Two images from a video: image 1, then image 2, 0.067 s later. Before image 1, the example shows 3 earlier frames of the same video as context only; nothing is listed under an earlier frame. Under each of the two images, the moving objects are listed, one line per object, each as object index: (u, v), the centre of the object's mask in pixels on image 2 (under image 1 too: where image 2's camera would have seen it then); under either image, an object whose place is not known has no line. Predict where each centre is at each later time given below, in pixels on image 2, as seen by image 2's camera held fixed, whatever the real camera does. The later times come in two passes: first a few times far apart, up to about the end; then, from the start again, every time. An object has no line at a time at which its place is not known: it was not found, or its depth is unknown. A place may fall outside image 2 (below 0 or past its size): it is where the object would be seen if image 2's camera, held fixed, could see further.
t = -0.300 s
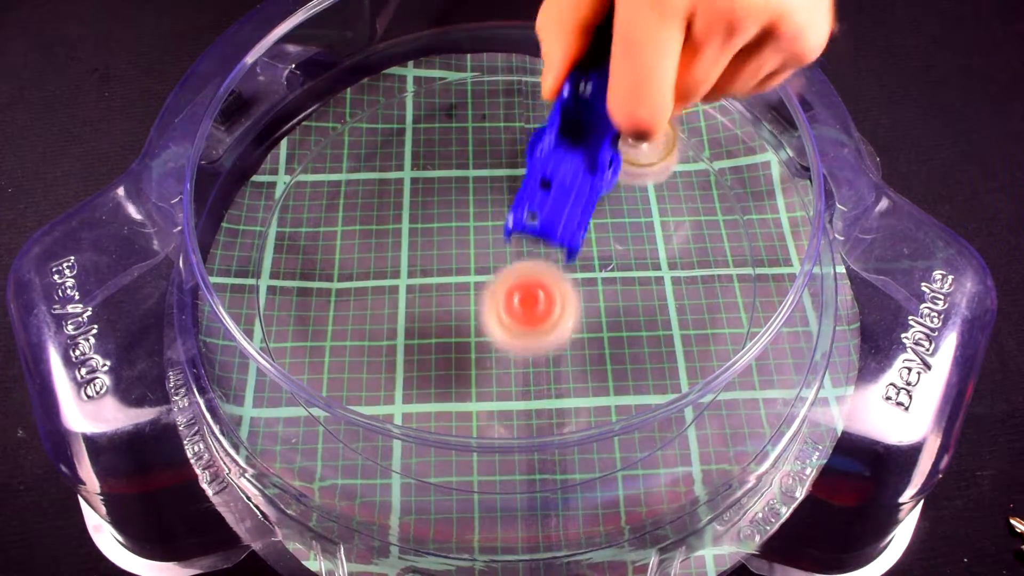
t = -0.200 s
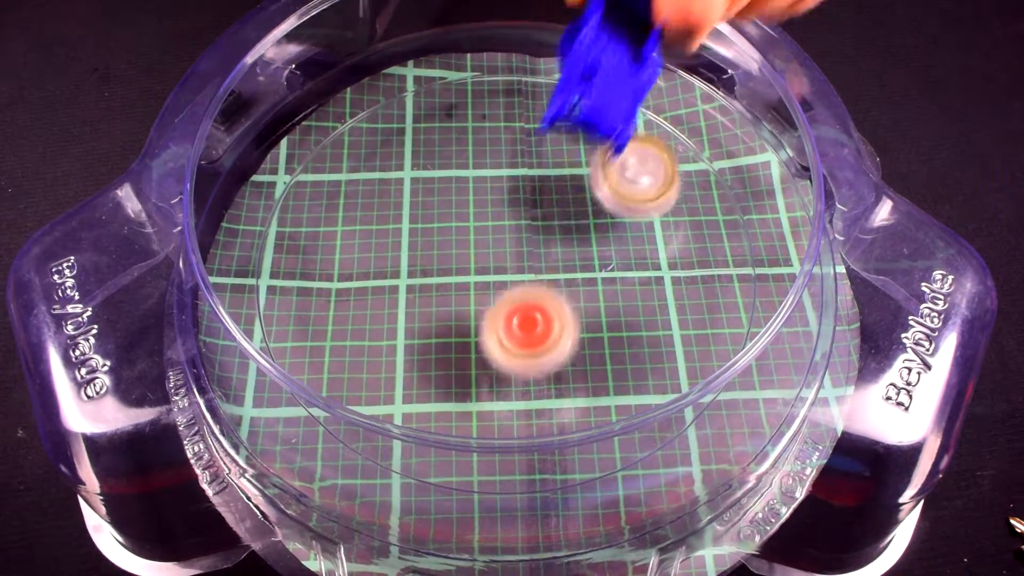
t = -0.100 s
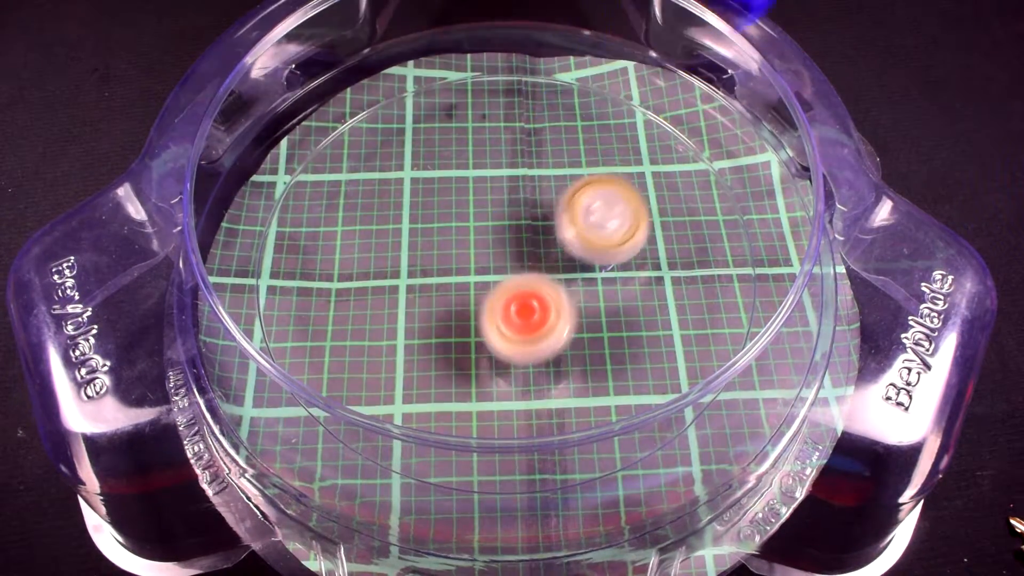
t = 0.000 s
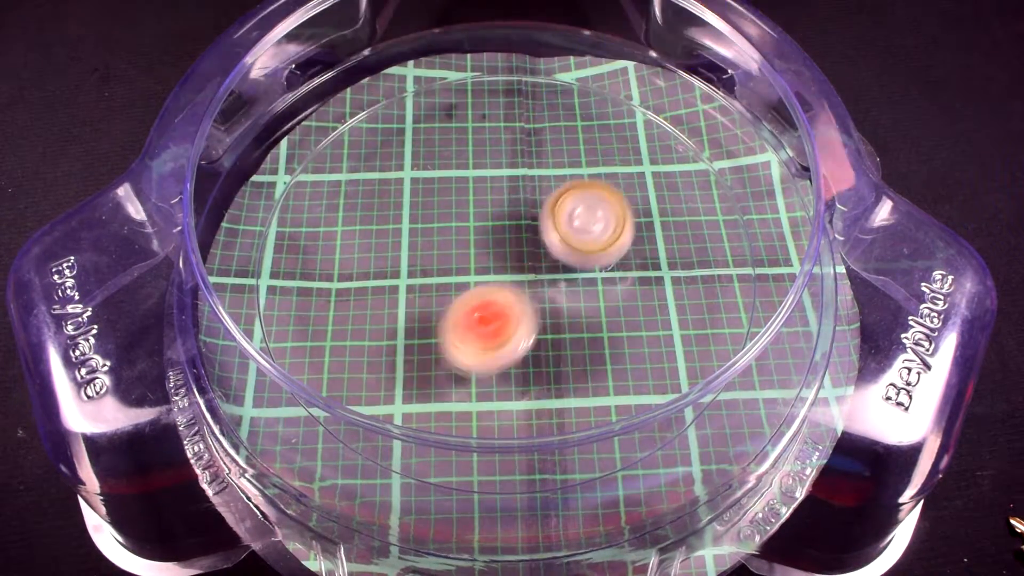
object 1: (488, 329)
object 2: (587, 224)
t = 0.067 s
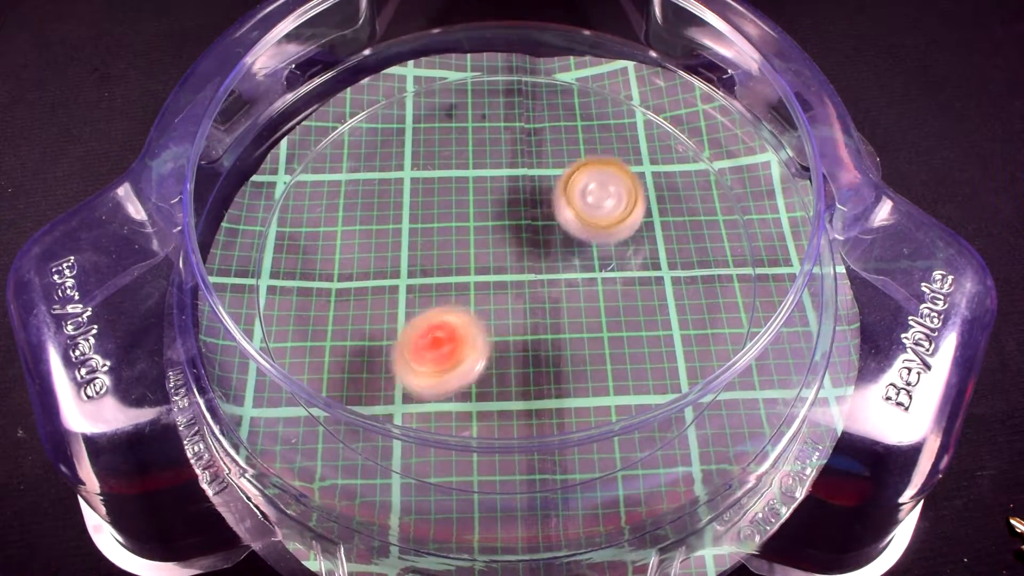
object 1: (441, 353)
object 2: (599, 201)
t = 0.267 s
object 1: (389, 364)
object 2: (603, 152)
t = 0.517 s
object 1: (482, 279)
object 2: (544, 177)
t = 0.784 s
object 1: (264, 447)
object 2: (636, 124)
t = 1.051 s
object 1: (153, 455)
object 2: (506, 304)
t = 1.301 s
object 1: (130, 350)
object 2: (450, 376)
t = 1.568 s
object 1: (134, 339)
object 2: (531, 305)
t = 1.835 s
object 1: (133, 341)
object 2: (571, 245)
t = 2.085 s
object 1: (132, 338)
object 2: (511, 297)
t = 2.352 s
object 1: (133, 341)
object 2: (486, 387)
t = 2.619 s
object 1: (133, 342)
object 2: (532, 372)
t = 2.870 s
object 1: (133, 346)
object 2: (485, 308)
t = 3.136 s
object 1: (133, 347)
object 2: (384, 291)
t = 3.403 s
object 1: (132, 349)
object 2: (402, 348)
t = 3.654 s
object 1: (132, 349)
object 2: (516, 242)
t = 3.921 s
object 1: (132, 349)
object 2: (438, 131)
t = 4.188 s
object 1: (132, 347)
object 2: (315, 188)
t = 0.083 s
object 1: (431, 356)
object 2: (602, 195)
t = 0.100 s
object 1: (422, 360)
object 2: (604, 190)
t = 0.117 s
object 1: (413, 363)
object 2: (605, 185)
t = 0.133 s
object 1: (407, 366)
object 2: (606, 179)
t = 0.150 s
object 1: (401, 367)
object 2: (607, 175)
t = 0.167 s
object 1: (395, 369)
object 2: (608, 170)
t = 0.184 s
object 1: (392, 369)
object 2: (608, 166)
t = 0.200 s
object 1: (389, 369)
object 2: (608, 163)
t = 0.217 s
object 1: (388, 369)
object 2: (607, 159)
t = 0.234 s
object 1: (387, 368)
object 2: (606, 156)
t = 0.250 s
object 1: (388, 366)
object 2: (605, 153)
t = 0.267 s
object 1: (389, 364)
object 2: (603, 152)
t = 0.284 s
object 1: (392, 361)
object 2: (600, 150)
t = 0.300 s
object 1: (395, 358)
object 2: (597, 149)
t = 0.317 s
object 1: (399, 354)
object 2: (594, 148)
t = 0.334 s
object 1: (404, 349)
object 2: (590, 148)
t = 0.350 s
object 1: (410, 344)
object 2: (586, 148)
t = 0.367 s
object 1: (416, 339)
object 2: (582, 149)
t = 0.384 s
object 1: (423, 334)
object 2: (578, 150)
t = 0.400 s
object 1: (431, 327)
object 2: (573, 151)
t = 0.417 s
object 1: (438, 321)
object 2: (568, 154)
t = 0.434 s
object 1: (446, 314)
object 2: (564, 156)
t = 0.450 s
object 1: (453, 307)
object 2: (559, 160)
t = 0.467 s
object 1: (460, 300)
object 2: (555, 163)
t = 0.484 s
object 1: (467, 293)
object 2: (551, 167)
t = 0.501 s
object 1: (475, 286)
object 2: (548, 171)
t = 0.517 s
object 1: (482, 279)
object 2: (544, 177)
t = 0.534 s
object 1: (490, 271)
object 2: (542, 181)
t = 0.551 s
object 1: (496, 264)
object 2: (539, 188)
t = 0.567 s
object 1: (485, 275)
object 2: (548, 180)
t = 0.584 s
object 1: (459, 299)
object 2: (570, 157)
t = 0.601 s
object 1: (435, 324)
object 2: (592, 135)
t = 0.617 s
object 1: (407, 345)
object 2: (613, 116)
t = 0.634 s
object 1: (382, 366)
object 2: (633, 93)
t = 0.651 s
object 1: (363, 378)
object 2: (641, 81)
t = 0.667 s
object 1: (334, 399)
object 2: (643, 76)
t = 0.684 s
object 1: (317, 411)
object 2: (644, 75)
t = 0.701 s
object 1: (302, 421)
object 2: (645, 77)
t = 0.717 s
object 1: (289, 434)
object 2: (645, 84)
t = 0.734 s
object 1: (284, 437)
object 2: (644, 95)
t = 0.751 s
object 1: (277, 442)
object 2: (643, 109)
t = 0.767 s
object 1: (269, 445)
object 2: (640, 120)
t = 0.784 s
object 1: (264, 447)
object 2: (636, 124)
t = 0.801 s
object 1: (261, 450)
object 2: (631, 131)
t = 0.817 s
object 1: (256, 454)
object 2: (626, 144)
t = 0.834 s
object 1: (251, 454)
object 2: (620, 157)
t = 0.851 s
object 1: (244, 454)
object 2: (613, 166)
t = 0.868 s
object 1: (236, 456)
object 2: (605, 178)
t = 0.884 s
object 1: (226, 459)
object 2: (598, 191)
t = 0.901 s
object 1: (209, 462)
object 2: (589, 202)
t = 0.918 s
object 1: (195, 467)
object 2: (580, 215)
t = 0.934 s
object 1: (184, 474)
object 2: (571, 226)
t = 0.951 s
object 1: (172, 483)
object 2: (561, 238)
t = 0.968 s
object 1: (163, 492)
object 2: (551, 250)
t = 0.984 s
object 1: (162, 493)
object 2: (542, 261)
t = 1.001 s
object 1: (169, 488)
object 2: (533, 273)
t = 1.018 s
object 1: (165, 477)
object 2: (523, 284)
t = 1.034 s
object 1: (157, 464)
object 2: (514, 293)
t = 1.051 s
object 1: (153, 455)
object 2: (506, 304)
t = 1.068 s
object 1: (151, 447)
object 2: (497, 313)
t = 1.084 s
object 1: (150, 438)
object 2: (489, 324)
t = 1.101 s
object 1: (148, 431)
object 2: (482, 332)
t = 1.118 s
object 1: (147, 425)
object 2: (475, 339)
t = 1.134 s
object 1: (144, 417)
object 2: (469, 347)
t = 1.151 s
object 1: (143, 407)
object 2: (463, 353)
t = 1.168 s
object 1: (143, 401)
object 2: (459, 358)
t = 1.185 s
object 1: (143, 395)
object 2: (455, 363)
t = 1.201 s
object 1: (141, 387)
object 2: (451, 368)
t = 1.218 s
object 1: (137, 377)
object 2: (450, 371)
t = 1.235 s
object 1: (134, 373)
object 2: (448, 374)
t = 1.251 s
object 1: (133, 368)
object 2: (448, 375)
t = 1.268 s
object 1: (131, 362)
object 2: (448, 376)
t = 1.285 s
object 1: (129, 356)
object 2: (448, 377)
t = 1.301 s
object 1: (130, 350)
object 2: (450, 376)
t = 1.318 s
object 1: (133, 345)
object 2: (452, 376)
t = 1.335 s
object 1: (134, 341)
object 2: (456, 373)
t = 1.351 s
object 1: (134, 339)
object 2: (459, 372)
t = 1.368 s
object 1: (134, 340)
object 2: (464, 369)
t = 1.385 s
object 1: (134, 342)
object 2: (468, 366)
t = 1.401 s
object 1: (132, 346)
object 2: (473, 361)
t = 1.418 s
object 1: (130, 350)
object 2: (478, 357)
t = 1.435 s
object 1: (131, 350)
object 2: (484, 353)
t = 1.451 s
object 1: (132, 351)
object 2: (490, 347)
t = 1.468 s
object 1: (133, 350)
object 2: (496, 342)
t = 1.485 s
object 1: (134, 348)
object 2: (502, 336)
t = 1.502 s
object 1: (134, 347)
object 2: (508, 330)
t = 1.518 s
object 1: (134, 342)
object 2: (514, 324)
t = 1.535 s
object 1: (133, 340)
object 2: (520, 317)
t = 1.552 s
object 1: (133, 339)
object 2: (526, 311)
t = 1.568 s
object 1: (134, 339)
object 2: (531, 305)
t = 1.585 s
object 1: (132, 341)
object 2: (537, 299)
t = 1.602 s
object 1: (132, 344)
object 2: (543, 293)
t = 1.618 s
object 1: (132, 345)
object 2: (547, 287)
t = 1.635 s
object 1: (132, 347)
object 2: (551, 283)
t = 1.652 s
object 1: (132, 348)
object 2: (556, 277)
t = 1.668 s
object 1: (133, 346)
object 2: (559, 272)
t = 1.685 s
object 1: (133, 347)
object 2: (562, 268)
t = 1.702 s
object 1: (134, 346)
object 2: (565, 263)
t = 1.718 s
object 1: (134, 344)
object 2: (568, 259)
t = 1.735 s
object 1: (134, 344)
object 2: (570, 256)
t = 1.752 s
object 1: (133, 343)
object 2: (571, 253)
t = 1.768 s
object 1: (133, 342)
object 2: (572, 250)
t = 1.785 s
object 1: (133, 342)
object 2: (573, 248)
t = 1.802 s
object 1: (134, 341)
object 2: (573, 247)
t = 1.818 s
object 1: (133, 341)
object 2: (572, 246)
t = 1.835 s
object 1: (133, 341)
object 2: (571, 245)
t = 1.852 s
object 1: (133, 340)
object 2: (569, 245)
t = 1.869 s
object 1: (134, 340)
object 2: (567, 245)
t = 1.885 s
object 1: (134, 341)
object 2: (565, 246)
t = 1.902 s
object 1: (134, 340)
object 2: (561, 248)
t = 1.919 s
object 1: (133, 340)
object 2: (558, 250)
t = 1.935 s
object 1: (133, 339)
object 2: (554, 253)
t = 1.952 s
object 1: (133, 340)
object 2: (550, 256)
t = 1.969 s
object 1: (133, 340)
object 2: (545, 260)
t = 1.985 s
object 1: (133, 339)
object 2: (541, 264)
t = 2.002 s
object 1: (133, 339)
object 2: (536, 269)
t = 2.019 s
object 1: (133, 339)
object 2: (530, 274)
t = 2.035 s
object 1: (133, 338)
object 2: (526, 279)
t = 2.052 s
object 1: (133, 338)
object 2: (520, 285)
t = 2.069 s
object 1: (132, 337)
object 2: (515, 291)
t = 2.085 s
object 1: (132, 338)
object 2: (511, 297)
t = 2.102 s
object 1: (132, 338)
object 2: (506, 303)
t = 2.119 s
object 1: (132, 337)
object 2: (502, 310)
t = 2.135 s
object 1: (132, 337)
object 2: (498, 317)
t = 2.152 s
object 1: (132, 337)
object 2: (494, 324)
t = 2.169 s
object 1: (132, 338)
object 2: (491, 330)
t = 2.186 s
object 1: (132, 338)
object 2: (488, 337)
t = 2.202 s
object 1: (133, 337)
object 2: (486, 343)
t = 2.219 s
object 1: (133, 338)
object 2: (484, 350)
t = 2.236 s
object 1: (133, 338)
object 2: (482, 356)
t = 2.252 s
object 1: (133, 339)
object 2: (481, 360)
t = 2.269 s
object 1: (133, 340)
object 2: (481, 366)
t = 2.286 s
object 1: (133, 340)
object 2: (481, 372)
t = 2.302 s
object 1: (133, 341)
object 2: (482, 376)
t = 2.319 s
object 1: (133, 341)
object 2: (483, 380)
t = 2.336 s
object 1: (133, 341)
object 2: (484, 384)
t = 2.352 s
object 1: (133, 341)
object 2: (486, 387)
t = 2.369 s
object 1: (133, 341)
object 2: (488, 390)
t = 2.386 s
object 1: (133, 341)
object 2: (491, 391)
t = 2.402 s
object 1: (133, 341)
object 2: (493, 392)
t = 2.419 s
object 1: (133, 341)
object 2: (496, 393)
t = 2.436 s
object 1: (133, 341)
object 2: (499, 394)
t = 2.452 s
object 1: (133, 341)
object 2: (502, 394)
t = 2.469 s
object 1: (133, 341)
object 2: (506, 393)
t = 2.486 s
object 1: (133, 341)
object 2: (509, 392)
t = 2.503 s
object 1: (133, 341)
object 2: (512, 392)
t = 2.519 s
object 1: (133, 342)
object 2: (516, 390)
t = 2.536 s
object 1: (133, 341)
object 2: (520, 388)
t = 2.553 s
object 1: (133, 341)
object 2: (522, 386)
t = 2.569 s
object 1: (133, 341)
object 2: (525, 383)
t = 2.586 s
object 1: (133, 342)
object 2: (528, 379)
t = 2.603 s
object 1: (133, 342)
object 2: (531, 376)
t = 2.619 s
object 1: (133, 342)
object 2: (532, 372)
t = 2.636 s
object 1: (133, 343)
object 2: (534, 368)
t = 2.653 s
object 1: (133, 343)
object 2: (535, 364)
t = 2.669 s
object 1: (133, 344)
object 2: (536, 360)
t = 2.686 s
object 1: (133, 344)
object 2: (535, 356)
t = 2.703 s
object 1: (133, 345)
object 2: (534, 352)
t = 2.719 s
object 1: (133, 345)
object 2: (532, 348)
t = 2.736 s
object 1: (133, 345)
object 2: (529, 342)
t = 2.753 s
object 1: (133, 345)
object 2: (526, 338)
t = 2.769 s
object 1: (133, 345)
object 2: (522, 333)
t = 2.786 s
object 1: (133, 345)
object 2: (516, 329)
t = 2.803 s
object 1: (133, 346)
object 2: (511, 324)
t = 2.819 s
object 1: (133, 345)
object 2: (505, 320)
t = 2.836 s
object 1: (133, 346)
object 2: (498, 316)
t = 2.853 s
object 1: (133, 345)
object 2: (491, 312)
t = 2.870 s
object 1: (133, 346)
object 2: (485, 308)
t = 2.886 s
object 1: (133, 346)
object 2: (477, 305)
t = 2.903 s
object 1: (133, 346)
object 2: (470, 301)
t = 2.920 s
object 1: (133, 346)
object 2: (462, 298)
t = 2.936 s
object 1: (133, 346)
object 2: (455, 295)
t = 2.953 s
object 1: (133, 347)
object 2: (448, 293)
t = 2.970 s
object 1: (133, 346)
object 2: (440, 291)
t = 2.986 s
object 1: (133, 347)
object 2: (433, 290)
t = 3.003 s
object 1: (133, 347)
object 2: (426, 288)
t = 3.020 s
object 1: (133, 347)
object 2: (419, 287)
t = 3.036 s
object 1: (133, 347)
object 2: (413, 287)
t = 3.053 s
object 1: (133, 347)
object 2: (408, 287)
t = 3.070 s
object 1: (133, 347)
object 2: (402, 287)
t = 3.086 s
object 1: (133, 347)
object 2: (397, 288)
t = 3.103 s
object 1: (133, 347)
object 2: (392, 289)
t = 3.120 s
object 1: (133, 347)
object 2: (388, 290)
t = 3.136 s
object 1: (133, 347)
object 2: (384, 291)
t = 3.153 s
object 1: (133, 348)
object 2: (380, 293)
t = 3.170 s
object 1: (132, 347)
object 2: (377, 296)
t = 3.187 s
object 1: (133, 348)
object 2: (374, 298)
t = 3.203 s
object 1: (132, 347)
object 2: (372, 301)
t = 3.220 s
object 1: (132, 348)
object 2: (370, 303)
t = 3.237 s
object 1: (133, 347)
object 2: (369, 307)
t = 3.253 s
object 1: (132, 348)
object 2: (367, 310)
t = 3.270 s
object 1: (133, 348)
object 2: (367, 312)
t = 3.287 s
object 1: (133, 348)
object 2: (368, 317)
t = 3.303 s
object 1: (133, 348)
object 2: (369, 321)
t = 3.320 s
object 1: (132, 348)
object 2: (371, 326)
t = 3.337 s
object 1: (132, 349)
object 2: (374, 331)
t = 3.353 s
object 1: (132, 348)
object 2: (379, 335)
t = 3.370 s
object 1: (132, 349)
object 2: (384, 340)
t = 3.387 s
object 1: (132, 348)
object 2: (392, 344)
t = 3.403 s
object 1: (132, 349)
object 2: (402, 348)
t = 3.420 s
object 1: (132, 348)
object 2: (411, 349)
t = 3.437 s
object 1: (132, 349)
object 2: (423, 349)
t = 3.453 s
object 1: (132, 349)
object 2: (435, 347)
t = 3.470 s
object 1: (132, 349)
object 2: (447, 343)
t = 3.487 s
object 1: (132, 349)
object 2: (457, 339)
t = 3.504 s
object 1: (132, 349)
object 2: (468, 331)
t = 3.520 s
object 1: (132, 349)
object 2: (477, 323)
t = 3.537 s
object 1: (132, 349)
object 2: (485, 315)
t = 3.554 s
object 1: (132, 349)
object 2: (493, 306)
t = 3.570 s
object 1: (132, 349)
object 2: (499, 295)
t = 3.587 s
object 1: (132, 349)
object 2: (505, 285)
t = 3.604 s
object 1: (132, 349)
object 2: (509, 274)
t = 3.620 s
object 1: (132, 349)
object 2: (512, 263)
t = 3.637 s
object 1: (132, 349)
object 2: (514, 253)
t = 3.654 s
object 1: (132, 349)
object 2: (516, 242)
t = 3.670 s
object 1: (132, 350)
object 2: (516, 232)
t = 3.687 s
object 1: (132, 349)
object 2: (516, 222)
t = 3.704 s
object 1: (132, 350)
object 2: (514, 213)
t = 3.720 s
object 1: (132, 349)
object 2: (512, 203)
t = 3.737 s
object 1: (132, 349)
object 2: (509, 194)
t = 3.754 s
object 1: (132, 349)
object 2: (504, 185)
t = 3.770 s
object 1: (132, 349)
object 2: (501, 177)
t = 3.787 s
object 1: (132, 349)
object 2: (495, 170)
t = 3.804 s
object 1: (132, 349)
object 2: (489, 163)
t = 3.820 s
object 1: (132, 349)
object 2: (484, 157)
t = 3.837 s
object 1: (132, 349)
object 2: (476, 151)
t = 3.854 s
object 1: (132, 349)
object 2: (469, 146)
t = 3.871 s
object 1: (131, 349)
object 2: (462, 141)
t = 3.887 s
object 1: (132, 349)
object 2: (455, 137)
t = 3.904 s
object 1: (131, 349)
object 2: (446, 134)
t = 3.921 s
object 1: (132, 349)
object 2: (438, 131)
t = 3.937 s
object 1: (132, 348)
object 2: (429, 129)
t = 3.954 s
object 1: (132, 349)
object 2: (420, 128)
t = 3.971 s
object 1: (132, 348)
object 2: (411, 127)
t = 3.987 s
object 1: (132, 349)
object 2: (402, 127)
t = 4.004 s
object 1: (132, 348)
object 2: (392, 127)
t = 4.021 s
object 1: (132, 348)
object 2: (382, 129)
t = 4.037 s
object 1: (132, 348)
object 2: (372, 131)
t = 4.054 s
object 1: (132, 348)
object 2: (362, 134)
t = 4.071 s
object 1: (132, 348)
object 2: (353, 137)
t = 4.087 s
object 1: (132, 348)
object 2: (345, 141)
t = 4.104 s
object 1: (132, 347)
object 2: (336, 147)
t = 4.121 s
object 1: (132, 348)
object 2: (329, 153)
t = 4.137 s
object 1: (132, 347)
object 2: (323, 161)
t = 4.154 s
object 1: (132, 347)
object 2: (319, 170)
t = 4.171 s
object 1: (132, 347)
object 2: (315, 180)
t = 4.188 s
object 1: (132, 347)
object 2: (315, 188)
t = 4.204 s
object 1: (132, 347)
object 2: (316, 200)
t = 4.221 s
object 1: (132, 347)
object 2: (319, 210)
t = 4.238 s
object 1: (132, 347)
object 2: (324, 221)
